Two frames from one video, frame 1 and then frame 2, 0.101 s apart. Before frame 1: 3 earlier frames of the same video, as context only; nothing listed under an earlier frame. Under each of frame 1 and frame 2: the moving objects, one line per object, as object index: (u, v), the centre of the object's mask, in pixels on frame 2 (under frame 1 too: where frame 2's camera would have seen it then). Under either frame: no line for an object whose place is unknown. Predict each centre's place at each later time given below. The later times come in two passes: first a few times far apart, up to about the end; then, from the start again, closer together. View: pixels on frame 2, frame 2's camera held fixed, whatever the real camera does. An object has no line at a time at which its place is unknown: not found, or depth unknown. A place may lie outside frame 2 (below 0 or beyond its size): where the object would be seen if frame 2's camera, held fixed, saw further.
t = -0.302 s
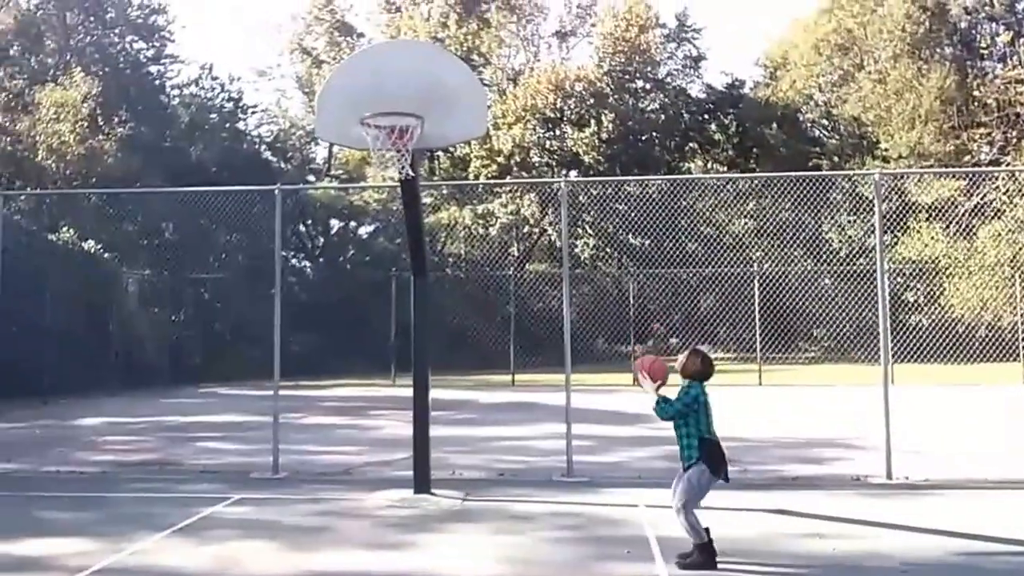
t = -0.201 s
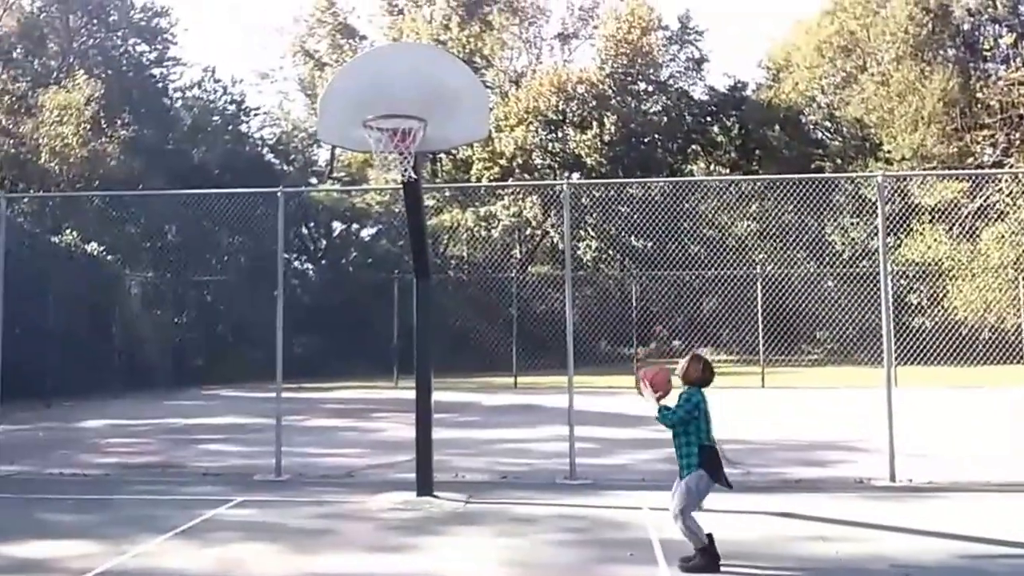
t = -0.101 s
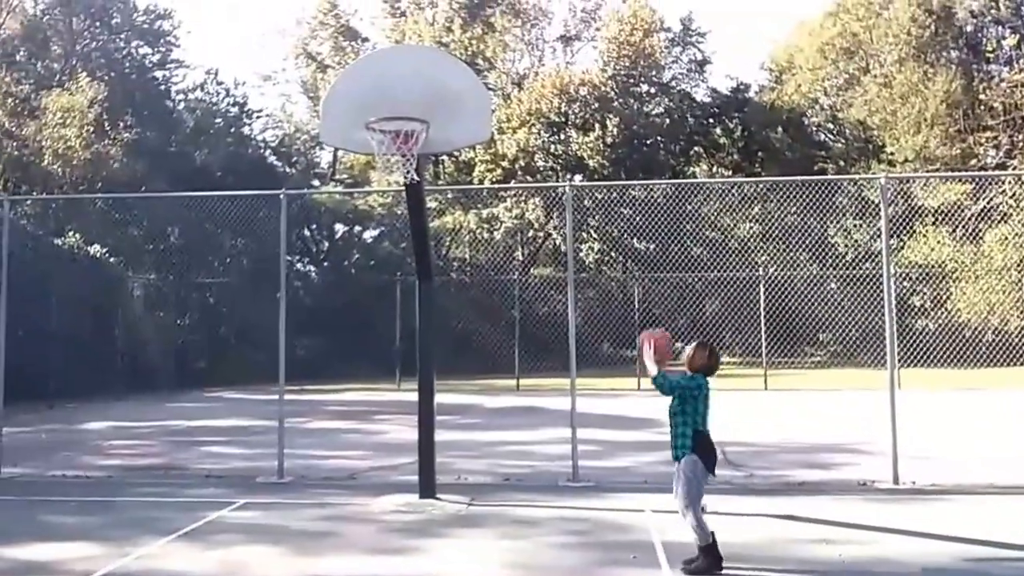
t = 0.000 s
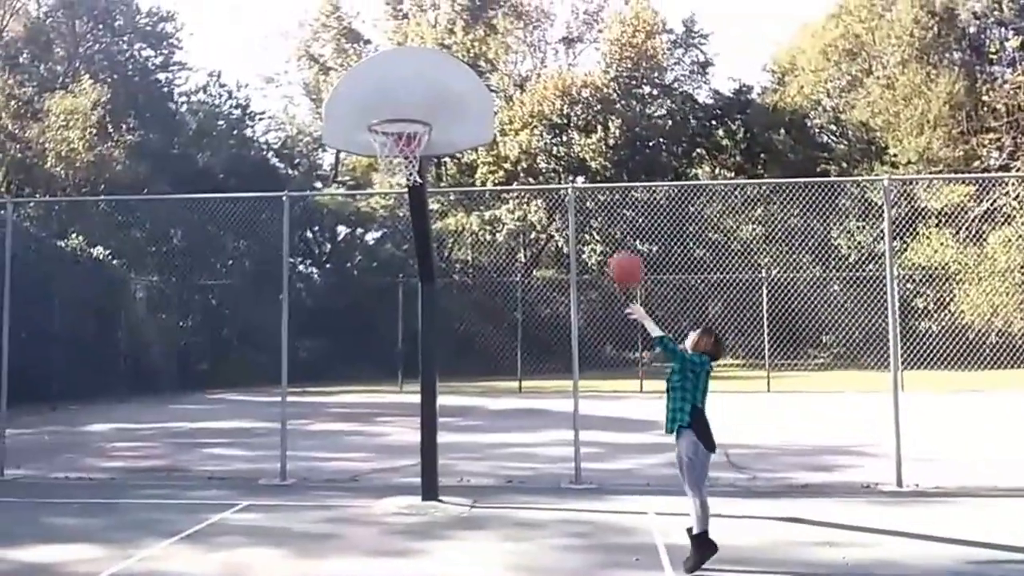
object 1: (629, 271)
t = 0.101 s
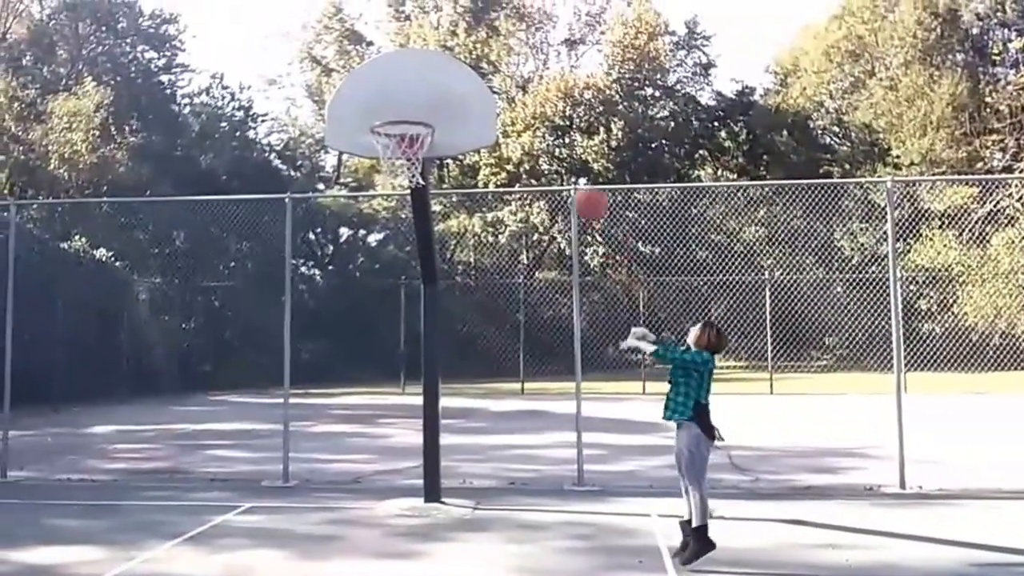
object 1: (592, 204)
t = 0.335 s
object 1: (509, 108)
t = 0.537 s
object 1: (444, 90)
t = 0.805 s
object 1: (401, 119)
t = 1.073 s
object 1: (396, 139)
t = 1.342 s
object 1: (393, 192)
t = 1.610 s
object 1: (413, 304)
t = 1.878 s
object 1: (433, 502)
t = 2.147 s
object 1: (459, 386)
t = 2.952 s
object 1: (543, 487)
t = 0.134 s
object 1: (579, 184)
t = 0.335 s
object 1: (509, 108)
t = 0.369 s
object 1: (498, 101)
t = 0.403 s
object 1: (487, 96)
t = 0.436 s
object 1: (476, 93)
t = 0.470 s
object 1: (466, 90)
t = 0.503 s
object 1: (455, 89)
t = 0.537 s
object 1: (444, 90)
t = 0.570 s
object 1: (434, 92)
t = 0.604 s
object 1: (423, 95)
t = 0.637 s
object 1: (413, 100)
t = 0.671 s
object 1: (402, 106)
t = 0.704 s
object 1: (394, 112)
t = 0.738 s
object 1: (390, 117)
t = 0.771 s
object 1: (395, 117)
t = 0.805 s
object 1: (401, 119)
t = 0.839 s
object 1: (410, 117)
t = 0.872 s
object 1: (412, 118)
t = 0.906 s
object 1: (412, 118)
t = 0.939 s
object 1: (412, 117)
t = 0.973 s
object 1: (410, 117)
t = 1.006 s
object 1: (405, 117)
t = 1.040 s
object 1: (405, 127)
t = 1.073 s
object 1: (396, 139)
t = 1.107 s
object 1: (391, 147)
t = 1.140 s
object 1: (388, 156)
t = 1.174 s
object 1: (385, 163)
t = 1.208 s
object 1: (385, 169)
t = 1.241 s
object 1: (385, 171)
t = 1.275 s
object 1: (387, 174)
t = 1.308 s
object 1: (388, 184)
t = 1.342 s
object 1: (393, 192)
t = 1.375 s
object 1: (397, 201)
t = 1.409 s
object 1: (399, 211)
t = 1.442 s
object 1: (401, 223)
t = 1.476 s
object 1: (403, 237)
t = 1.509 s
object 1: (406, 252)
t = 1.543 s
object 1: (408, 268)
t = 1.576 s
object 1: (411, 285)
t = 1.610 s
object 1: (413, 304)
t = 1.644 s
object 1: (415, 325)
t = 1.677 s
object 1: (417, 347)
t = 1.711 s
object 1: (420, 369)
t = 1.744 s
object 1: (422, 394)
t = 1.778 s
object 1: (425, 419)
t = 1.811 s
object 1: (427, 446)
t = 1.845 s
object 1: (429, 475)
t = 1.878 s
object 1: (433, 502)
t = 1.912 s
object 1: (435, 523)
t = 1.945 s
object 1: (438, 497)
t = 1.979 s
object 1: (442, 476)
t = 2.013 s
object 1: (445, 456)
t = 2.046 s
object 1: (449, 435)
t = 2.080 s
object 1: (453, 419)
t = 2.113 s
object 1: (456, 403)
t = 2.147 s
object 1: (459, 386)
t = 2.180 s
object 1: (462, 374)
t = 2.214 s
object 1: (466, 363)
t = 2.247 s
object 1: (469, 352)
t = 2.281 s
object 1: (472, 343)
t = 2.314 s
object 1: (475, 336)
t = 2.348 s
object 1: (478, 330)
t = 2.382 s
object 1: (481, 326)
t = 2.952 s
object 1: (543, 487)
